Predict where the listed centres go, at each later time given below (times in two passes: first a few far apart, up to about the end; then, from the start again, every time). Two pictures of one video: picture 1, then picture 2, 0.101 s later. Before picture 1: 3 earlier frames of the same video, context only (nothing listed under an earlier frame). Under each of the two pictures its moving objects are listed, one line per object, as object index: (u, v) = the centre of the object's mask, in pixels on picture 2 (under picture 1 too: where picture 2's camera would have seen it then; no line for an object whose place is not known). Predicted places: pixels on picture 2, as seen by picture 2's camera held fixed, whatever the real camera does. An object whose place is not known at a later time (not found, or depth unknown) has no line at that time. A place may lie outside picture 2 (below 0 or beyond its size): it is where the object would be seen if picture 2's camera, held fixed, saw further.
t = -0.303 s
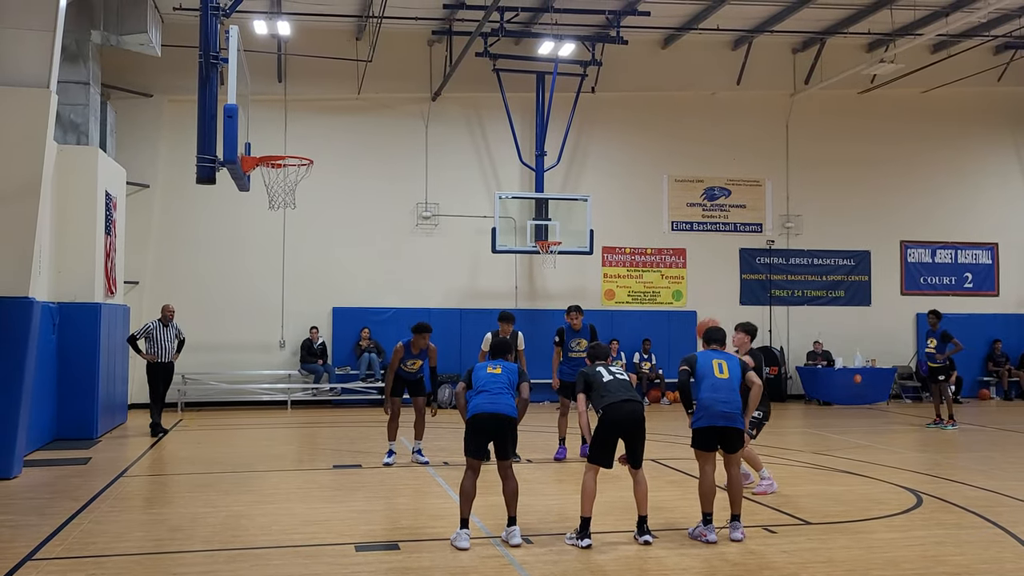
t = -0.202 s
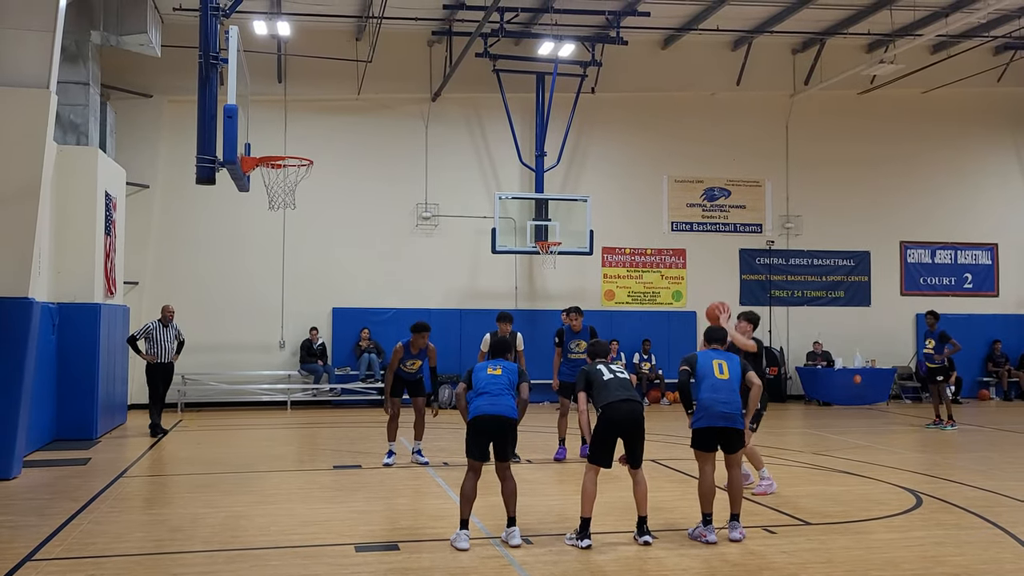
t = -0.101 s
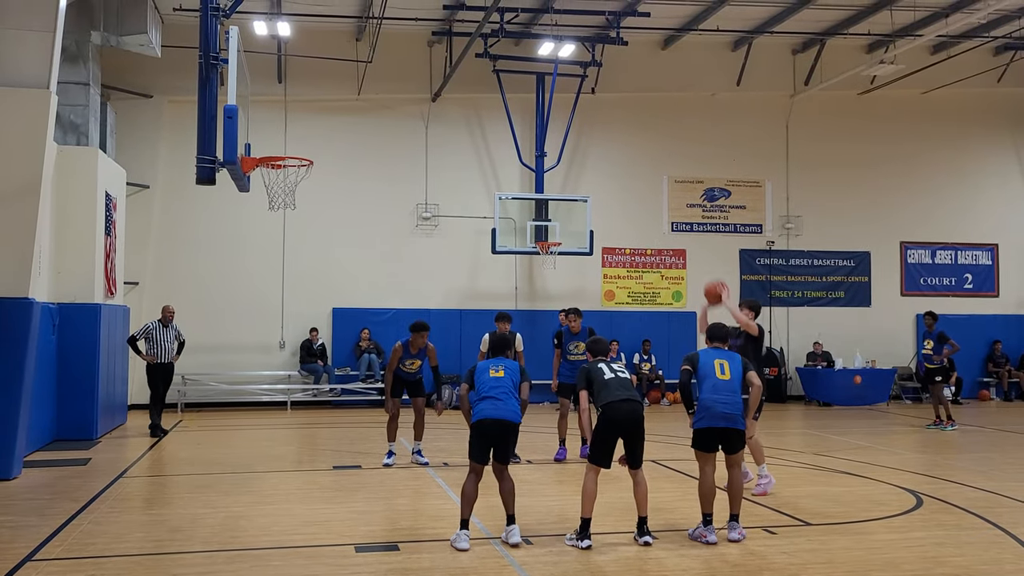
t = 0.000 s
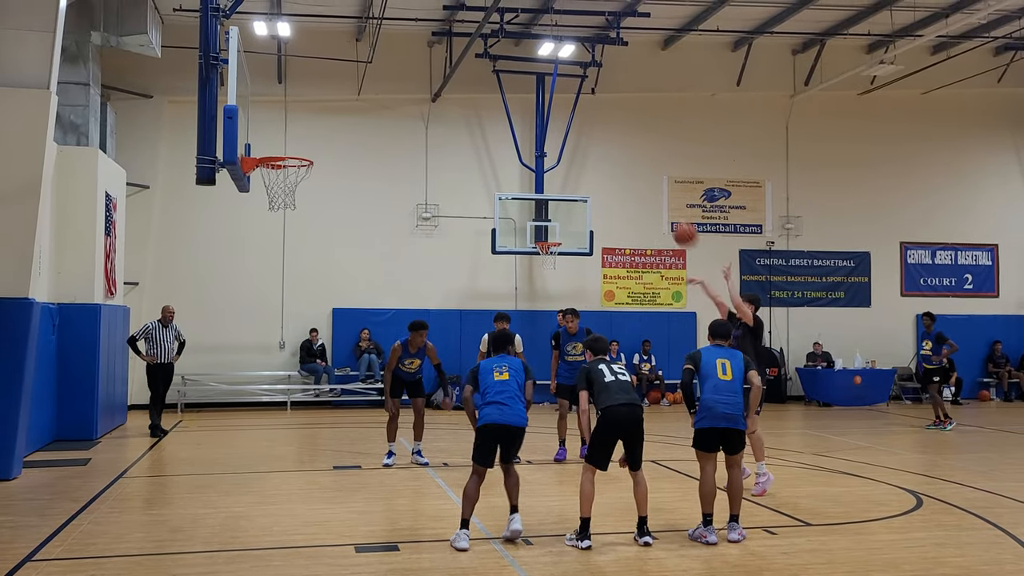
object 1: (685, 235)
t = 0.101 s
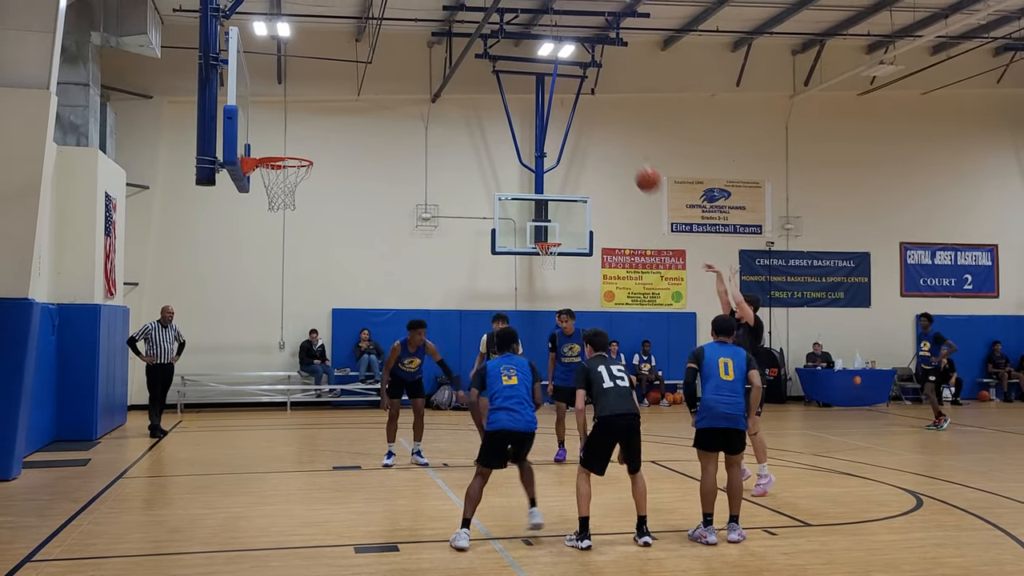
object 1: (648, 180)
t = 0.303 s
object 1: (574, 101)
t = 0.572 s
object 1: (475, 56)
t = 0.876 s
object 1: (358, 93)
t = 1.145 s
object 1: (261, 190)
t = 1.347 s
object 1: (239, 235)
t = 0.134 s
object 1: (635, 165)
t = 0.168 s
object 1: (623, 150)
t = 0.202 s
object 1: (611, 135)
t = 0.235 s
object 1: (599, 123)
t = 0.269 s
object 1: (586, 111)
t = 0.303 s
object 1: (574, 101)
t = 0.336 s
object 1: (562, 91)
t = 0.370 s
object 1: (549, 82)
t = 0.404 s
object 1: (537, 76)
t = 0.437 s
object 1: (525, 70)
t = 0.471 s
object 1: (512, 64)
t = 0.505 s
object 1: (499, 61)
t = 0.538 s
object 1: (487, 59)
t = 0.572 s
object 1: (475, 56)
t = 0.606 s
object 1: (461, 57)
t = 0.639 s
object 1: (448, 57)
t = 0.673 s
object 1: (435, 59)
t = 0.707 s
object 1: (422, 62)
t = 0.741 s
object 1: (410, 66)
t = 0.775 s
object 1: (397, 71)
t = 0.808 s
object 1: (384, 77)
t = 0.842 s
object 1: (370, 85)
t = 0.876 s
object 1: (358, 93)
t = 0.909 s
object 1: (344, 103)
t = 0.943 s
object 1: (331, 114)
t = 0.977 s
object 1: (318, 127)
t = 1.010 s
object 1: (305, 140)
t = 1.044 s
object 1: (292, 152)
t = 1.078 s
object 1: (278, 170)
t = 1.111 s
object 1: (266, 185)
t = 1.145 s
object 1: (261, 190)
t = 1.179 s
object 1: (258, 195)
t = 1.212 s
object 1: (254, 200)
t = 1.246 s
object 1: (250, 207)
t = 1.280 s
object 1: (247, 215)
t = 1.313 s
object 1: (243, 224)
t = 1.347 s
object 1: (239, 235)
